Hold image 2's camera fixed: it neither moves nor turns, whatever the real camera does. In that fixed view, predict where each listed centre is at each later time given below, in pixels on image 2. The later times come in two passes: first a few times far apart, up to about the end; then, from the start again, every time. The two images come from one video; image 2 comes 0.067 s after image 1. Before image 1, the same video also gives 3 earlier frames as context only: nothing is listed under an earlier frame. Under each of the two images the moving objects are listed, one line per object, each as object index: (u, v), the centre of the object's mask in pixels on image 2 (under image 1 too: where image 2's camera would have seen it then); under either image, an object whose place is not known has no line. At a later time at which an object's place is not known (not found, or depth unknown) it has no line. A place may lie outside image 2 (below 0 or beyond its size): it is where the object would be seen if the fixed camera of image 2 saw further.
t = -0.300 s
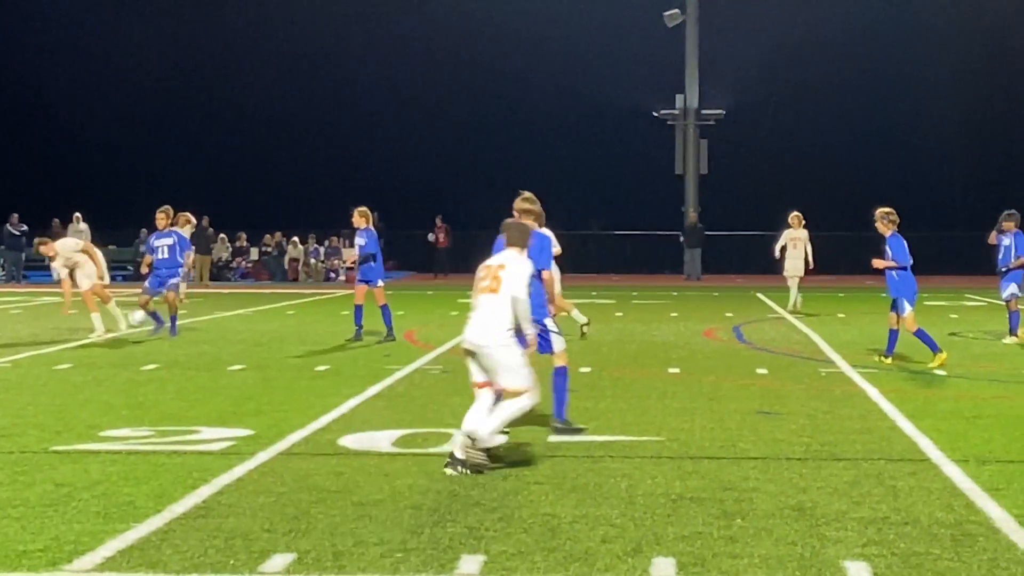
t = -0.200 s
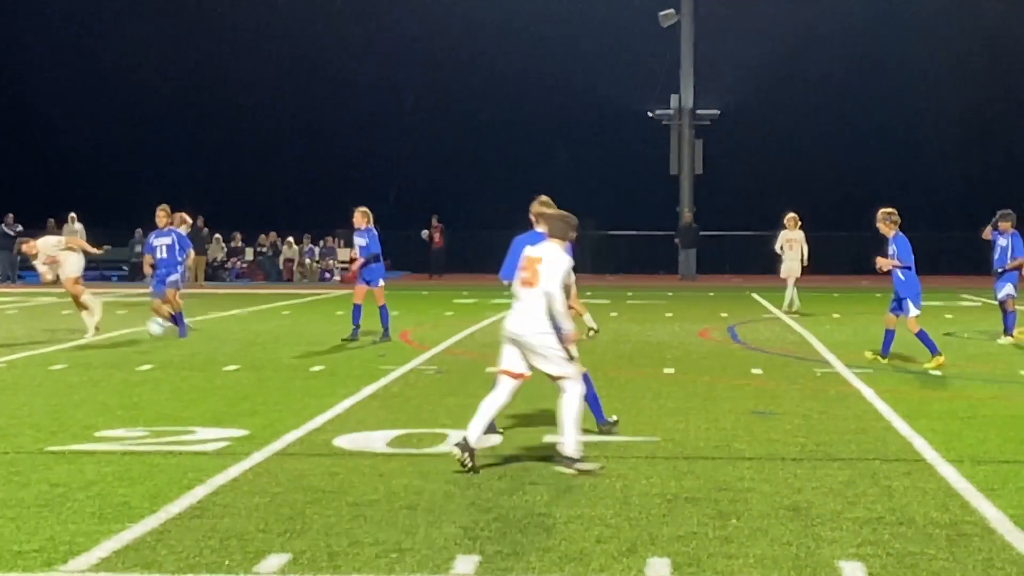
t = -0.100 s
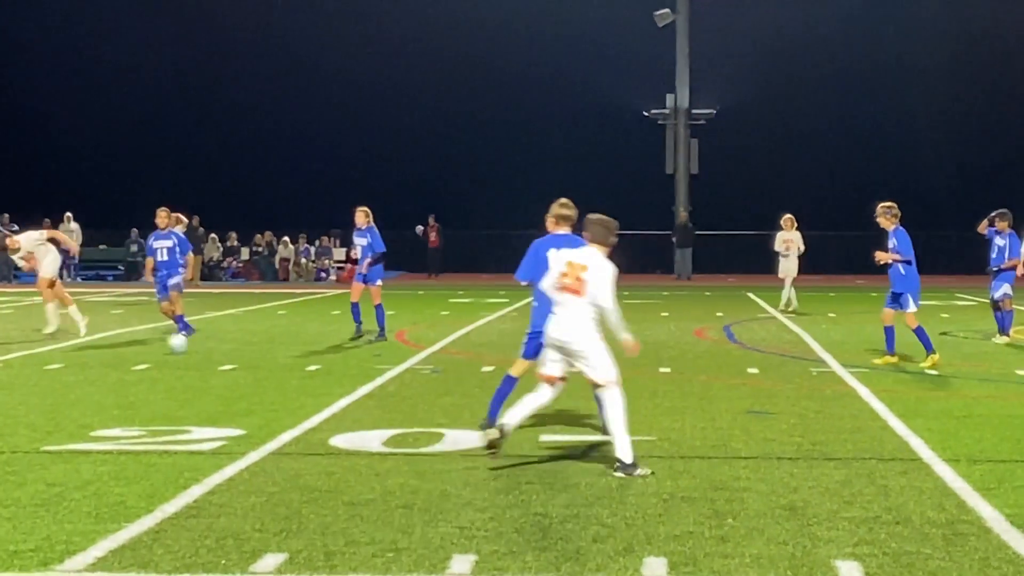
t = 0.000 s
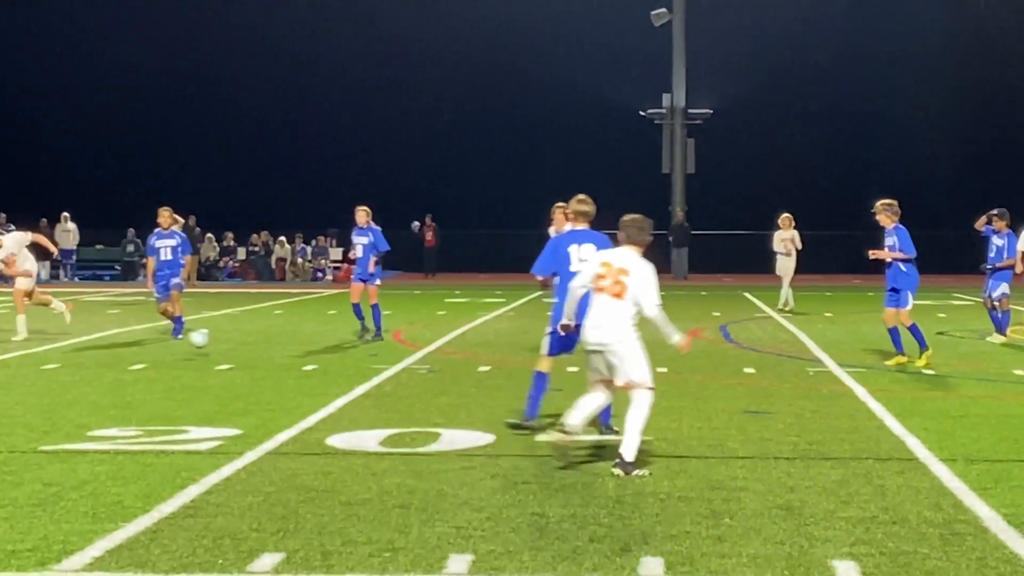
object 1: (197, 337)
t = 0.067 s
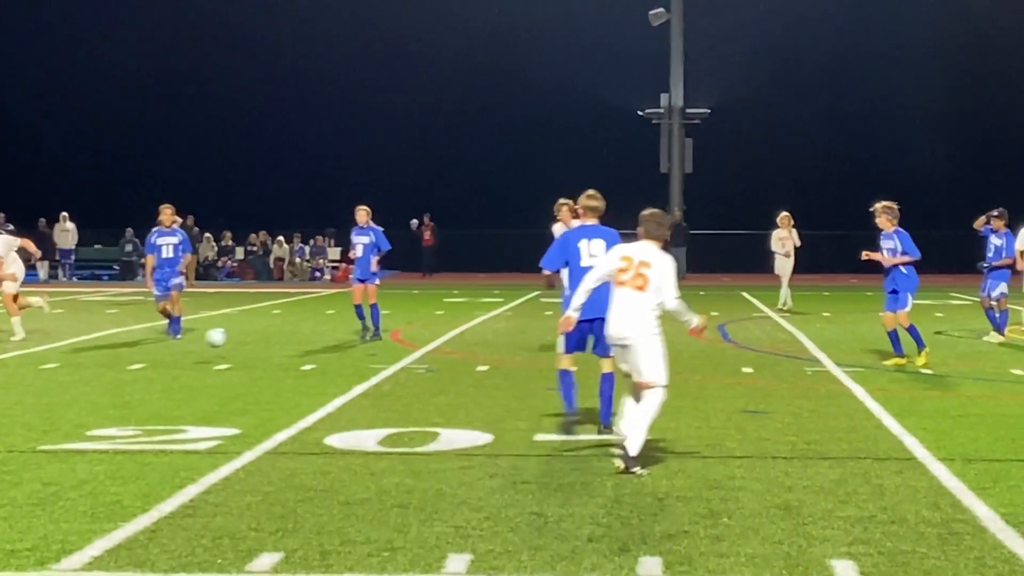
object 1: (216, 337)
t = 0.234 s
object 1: (263, 355)
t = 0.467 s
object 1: (332, 363)
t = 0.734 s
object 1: (410, 373)
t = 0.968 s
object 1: (472, 380)
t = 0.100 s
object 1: (225, 338)
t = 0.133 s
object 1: (234, 341)
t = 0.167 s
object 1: (244, 345)
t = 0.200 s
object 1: (253, 350)
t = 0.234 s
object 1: (263, 355)
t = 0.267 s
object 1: (273, 356)
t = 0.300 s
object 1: (283, 355)
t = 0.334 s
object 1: (292, 354)
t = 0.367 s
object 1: (302, 355)
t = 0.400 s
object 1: (311, 357)
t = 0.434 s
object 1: (321, 360)
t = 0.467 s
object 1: (332, 363)
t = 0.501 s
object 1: (342, 366)
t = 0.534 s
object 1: (352, 365)
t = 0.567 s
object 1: (361, 364)
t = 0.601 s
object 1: (370, 365)
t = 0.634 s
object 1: (381, 366)
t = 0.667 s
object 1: (390, 370)
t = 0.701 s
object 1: (401, 375)
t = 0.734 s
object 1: (410, 373)
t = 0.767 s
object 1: (419, 372)
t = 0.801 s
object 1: (428, 373)
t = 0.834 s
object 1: (437, 374)
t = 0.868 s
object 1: (445, 377)
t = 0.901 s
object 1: (455, 380)
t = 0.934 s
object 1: (464, 379)
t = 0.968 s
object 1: (472, 380)
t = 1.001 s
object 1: (482, 381)
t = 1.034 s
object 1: (491, 384)
